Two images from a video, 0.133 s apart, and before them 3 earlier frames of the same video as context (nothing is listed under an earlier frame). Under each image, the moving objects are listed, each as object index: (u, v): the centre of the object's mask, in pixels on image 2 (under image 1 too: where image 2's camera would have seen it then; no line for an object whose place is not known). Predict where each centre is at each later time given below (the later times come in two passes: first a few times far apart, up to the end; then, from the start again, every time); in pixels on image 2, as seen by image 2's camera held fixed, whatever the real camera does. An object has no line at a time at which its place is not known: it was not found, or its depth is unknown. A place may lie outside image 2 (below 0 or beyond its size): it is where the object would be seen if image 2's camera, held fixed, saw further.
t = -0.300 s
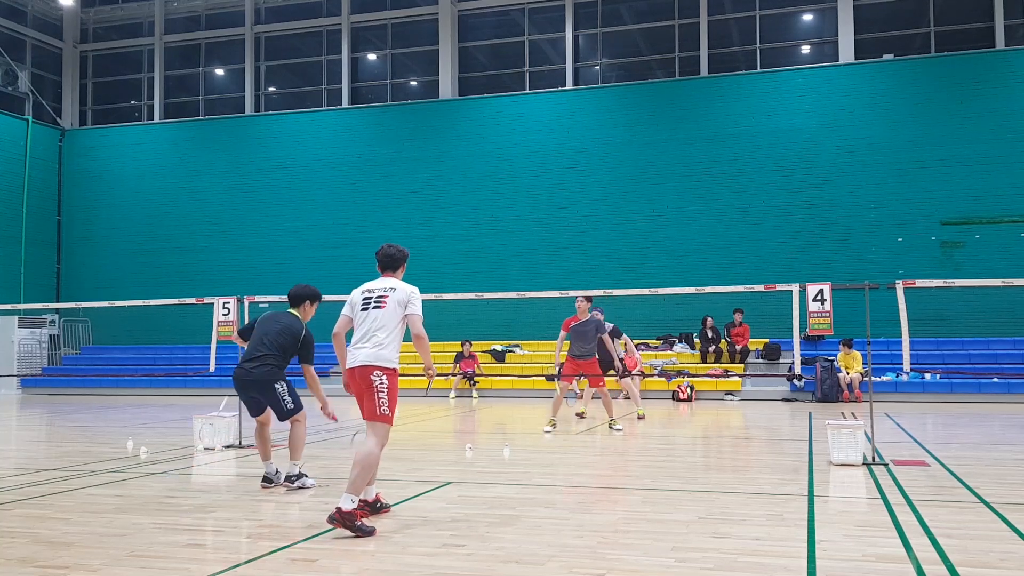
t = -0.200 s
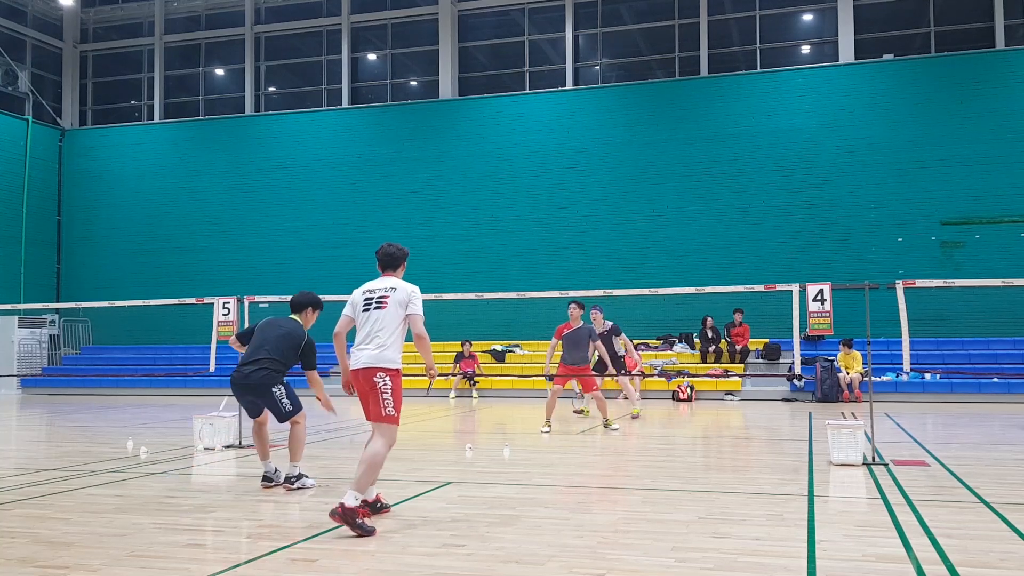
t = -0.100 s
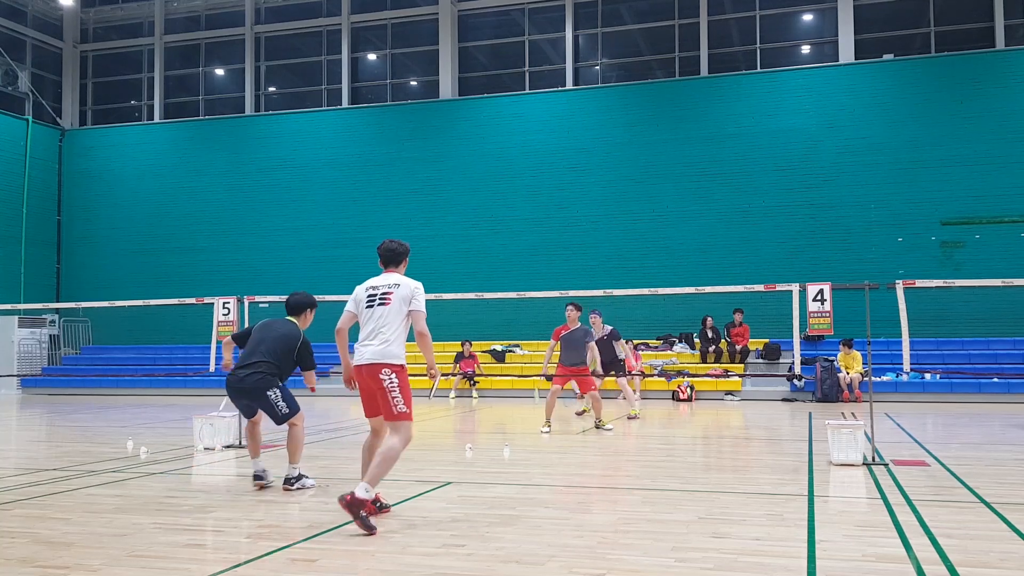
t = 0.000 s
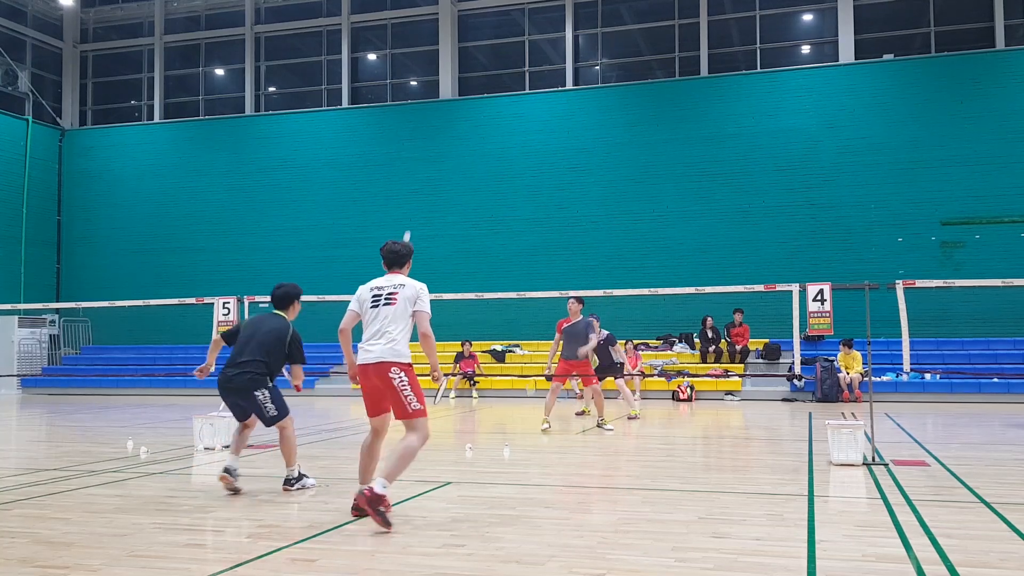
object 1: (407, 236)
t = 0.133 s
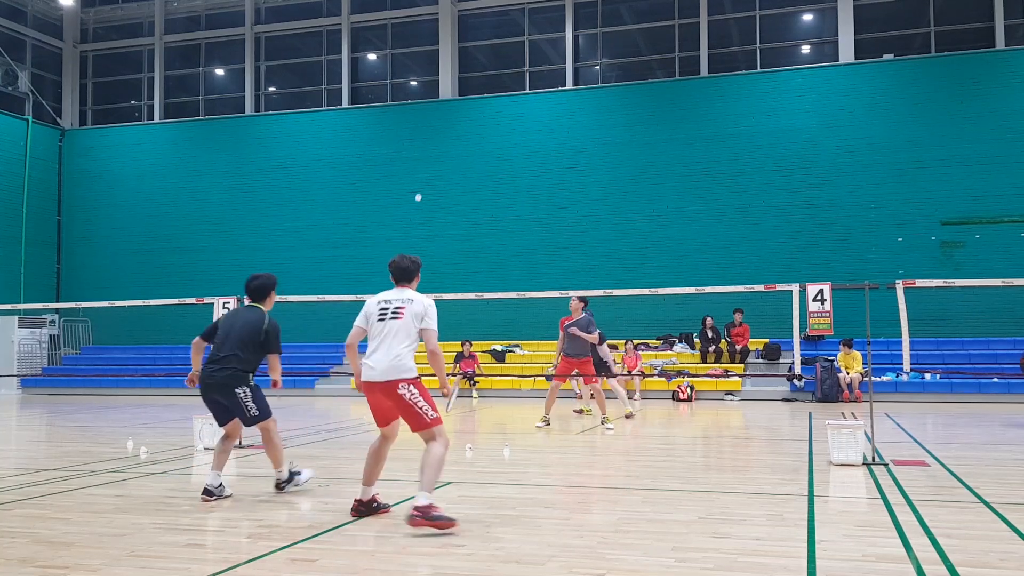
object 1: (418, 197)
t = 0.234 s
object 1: (424, 185)
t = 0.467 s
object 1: (434, 190)
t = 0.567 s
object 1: (438, 202)
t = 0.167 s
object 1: (420, 192)
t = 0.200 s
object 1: (422, 188)
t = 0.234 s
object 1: (424, 185)
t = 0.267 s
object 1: (426, 184)
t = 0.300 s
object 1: (428, 183)
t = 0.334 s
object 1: (429, 183)
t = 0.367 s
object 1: (430, 183)
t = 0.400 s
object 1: (432, 185)
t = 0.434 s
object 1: (433, 187)
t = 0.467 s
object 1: (434, 190)
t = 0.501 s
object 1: (436, 193)
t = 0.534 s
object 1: (437, 197)
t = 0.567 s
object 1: (438, 202)
